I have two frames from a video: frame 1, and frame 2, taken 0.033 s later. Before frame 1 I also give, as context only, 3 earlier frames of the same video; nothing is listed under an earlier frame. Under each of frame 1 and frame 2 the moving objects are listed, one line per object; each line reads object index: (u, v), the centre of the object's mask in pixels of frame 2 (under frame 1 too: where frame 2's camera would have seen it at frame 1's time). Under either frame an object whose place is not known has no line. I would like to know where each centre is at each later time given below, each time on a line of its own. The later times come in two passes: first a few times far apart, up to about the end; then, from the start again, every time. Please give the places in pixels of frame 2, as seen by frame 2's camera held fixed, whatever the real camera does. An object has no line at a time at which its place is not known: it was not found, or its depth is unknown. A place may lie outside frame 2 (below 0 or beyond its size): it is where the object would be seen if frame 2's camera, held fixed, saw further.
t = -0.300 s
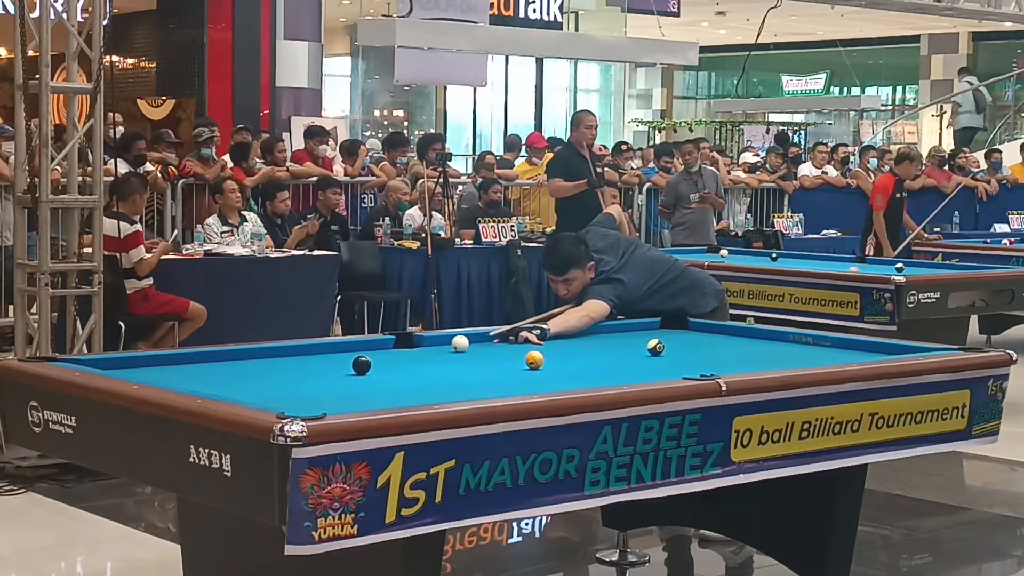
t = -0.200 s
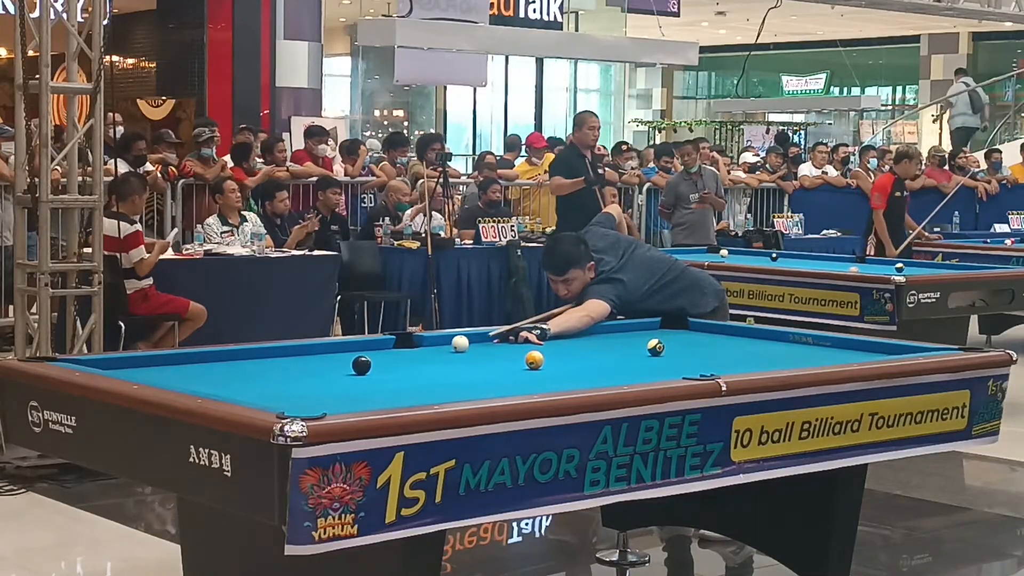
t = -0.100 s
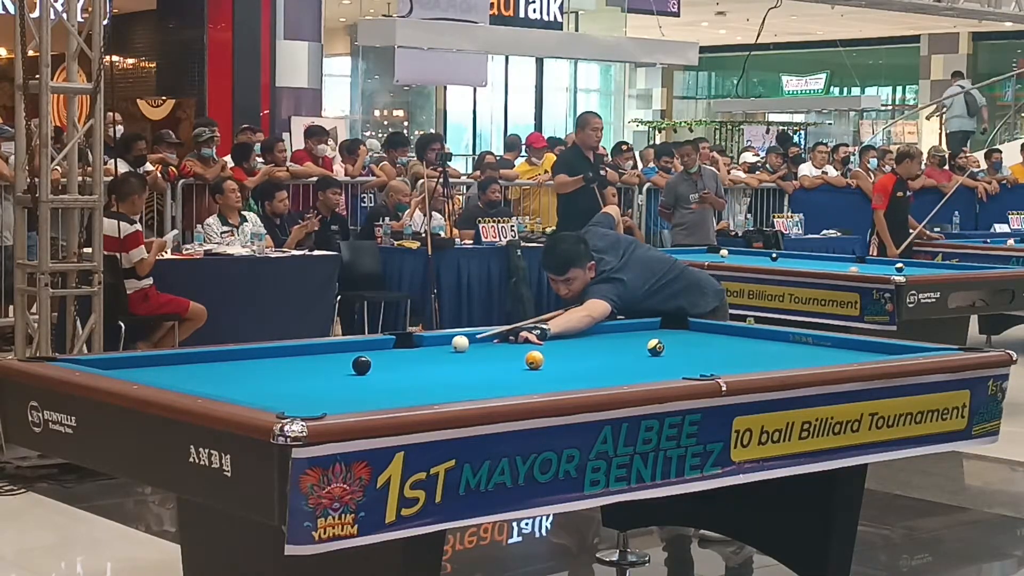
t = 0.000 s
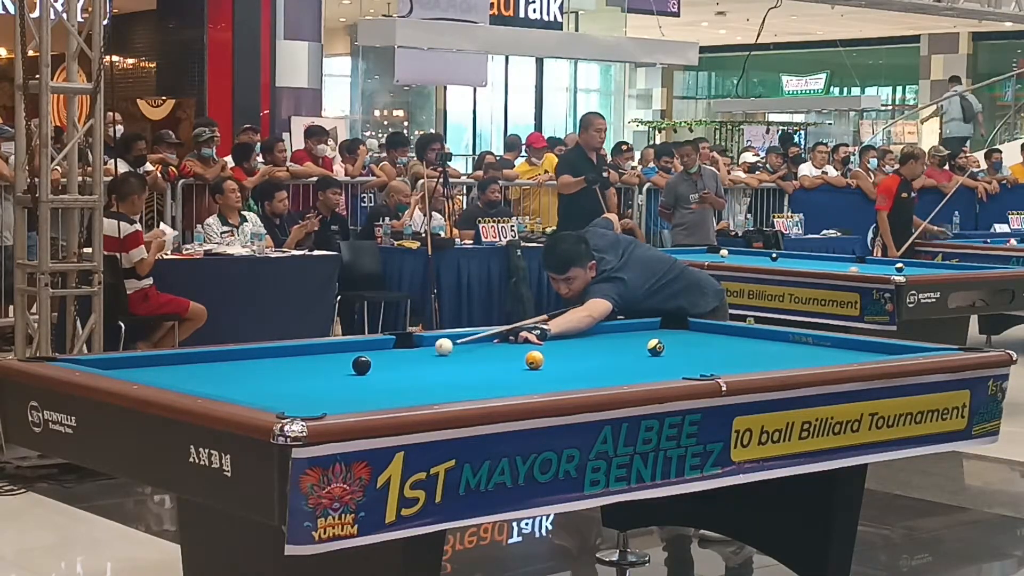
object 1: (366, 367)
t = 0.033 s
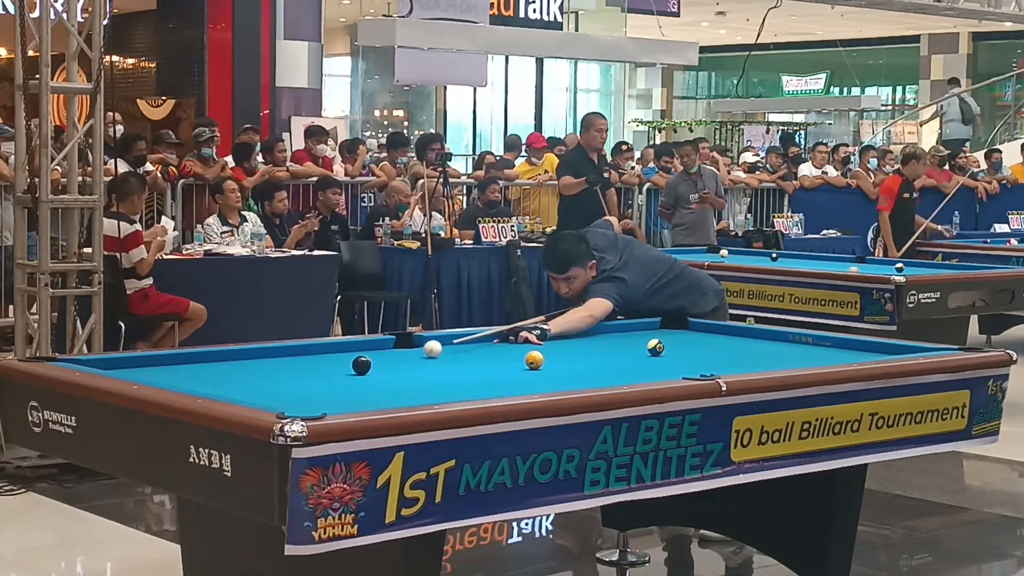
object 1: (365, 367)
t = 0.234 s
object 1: (362, 367)
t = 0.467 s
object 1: (340, 383)
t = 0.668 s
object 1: (323, 394)
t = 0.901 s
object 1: (302, 408)
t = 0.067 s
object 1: (365, 367)
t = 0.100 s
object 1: (364, 367)
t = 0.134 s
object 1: (364, 367)
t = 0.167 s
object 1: (363, 367)
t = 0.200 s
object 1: (362, 367)
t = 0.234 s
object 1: (362, 367)
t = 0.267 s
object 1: (359, 369)
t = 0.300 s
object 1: (356, 371)
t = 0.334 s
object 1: (352, 373)
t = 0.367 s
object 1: (349, 376)
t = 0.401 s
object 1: (346, 378)
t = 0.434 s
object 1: (343, 380)
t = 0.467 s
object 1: (340, 383)
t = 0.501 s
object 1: (338, 384)
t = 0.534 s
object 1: (335, 386)
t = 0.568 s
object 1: (332, 388)
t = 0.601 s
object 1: (329, 390)
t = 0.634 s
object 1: (326, 392)
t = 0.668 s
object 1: (323, 394)
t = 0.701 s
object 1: (320, 396)
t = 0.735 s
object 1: (317, 399)
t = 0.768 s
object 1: (314, 401)
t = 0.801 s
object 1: (311, 403)
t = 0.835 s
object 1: (308, 405)
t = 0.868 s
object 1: (306, 407)
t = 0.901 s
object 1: (302, 408)
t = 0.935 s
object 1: (298, 409)
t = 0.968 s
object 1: (297, 410)
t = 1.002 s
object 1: (305, 411)
